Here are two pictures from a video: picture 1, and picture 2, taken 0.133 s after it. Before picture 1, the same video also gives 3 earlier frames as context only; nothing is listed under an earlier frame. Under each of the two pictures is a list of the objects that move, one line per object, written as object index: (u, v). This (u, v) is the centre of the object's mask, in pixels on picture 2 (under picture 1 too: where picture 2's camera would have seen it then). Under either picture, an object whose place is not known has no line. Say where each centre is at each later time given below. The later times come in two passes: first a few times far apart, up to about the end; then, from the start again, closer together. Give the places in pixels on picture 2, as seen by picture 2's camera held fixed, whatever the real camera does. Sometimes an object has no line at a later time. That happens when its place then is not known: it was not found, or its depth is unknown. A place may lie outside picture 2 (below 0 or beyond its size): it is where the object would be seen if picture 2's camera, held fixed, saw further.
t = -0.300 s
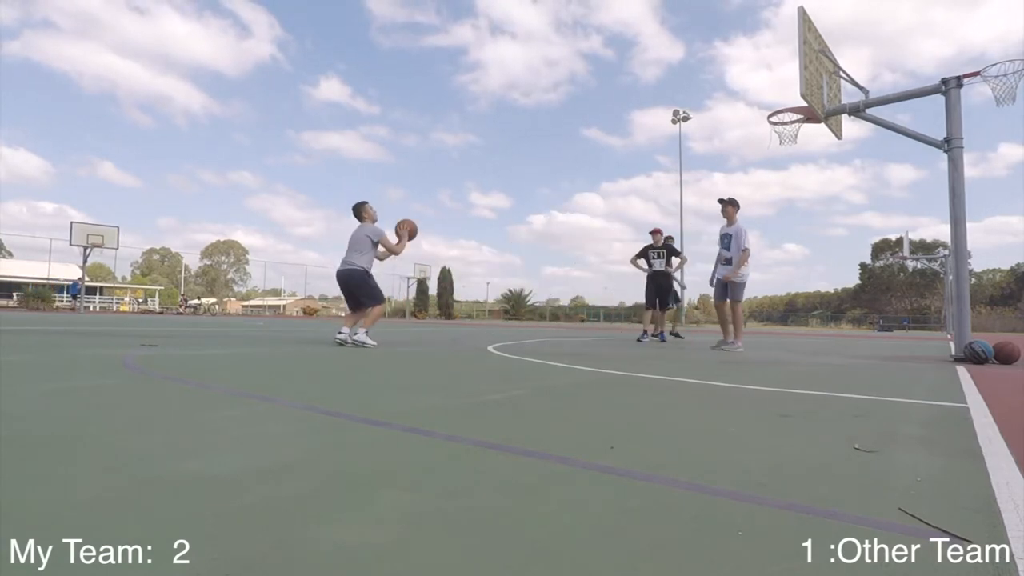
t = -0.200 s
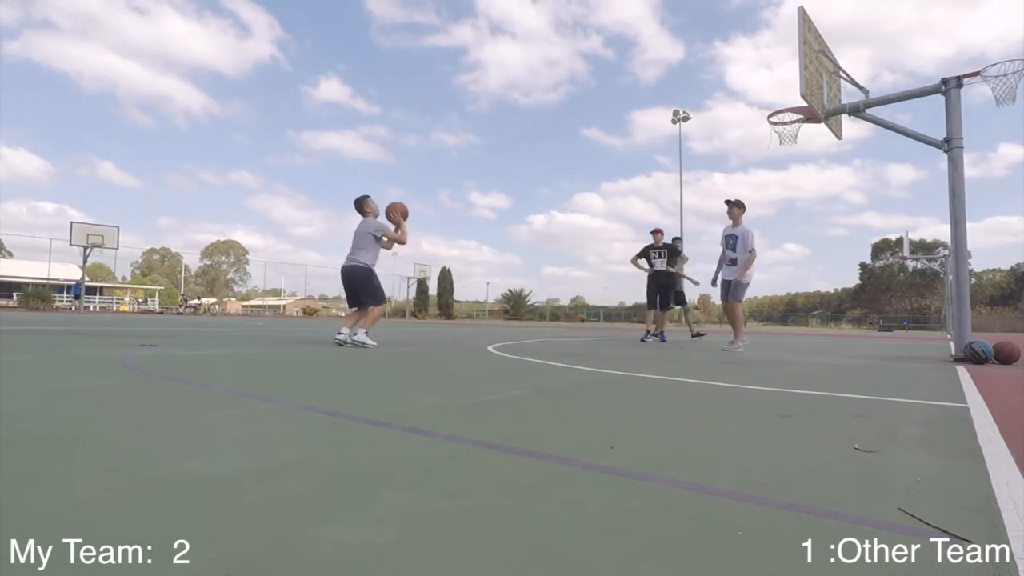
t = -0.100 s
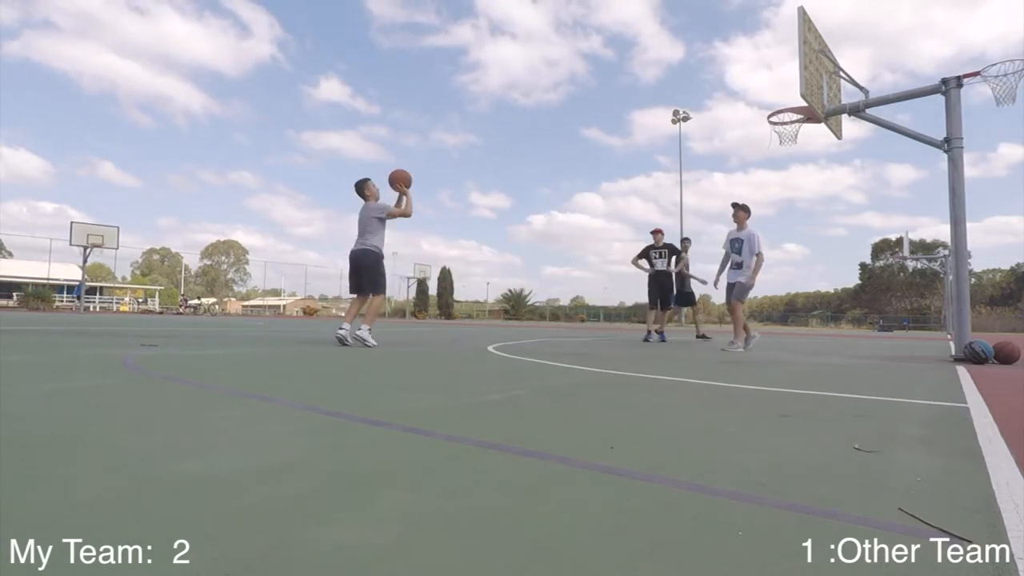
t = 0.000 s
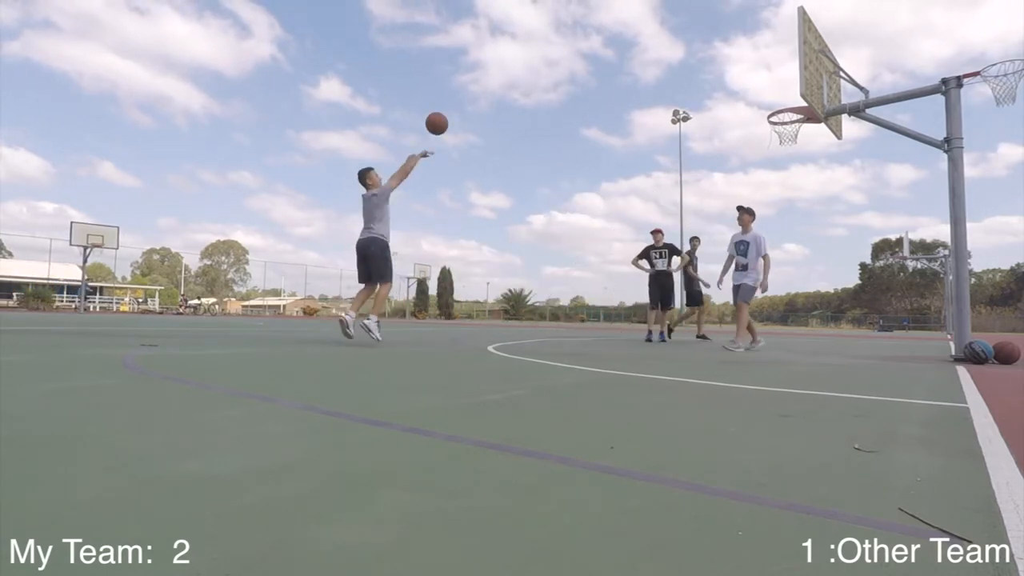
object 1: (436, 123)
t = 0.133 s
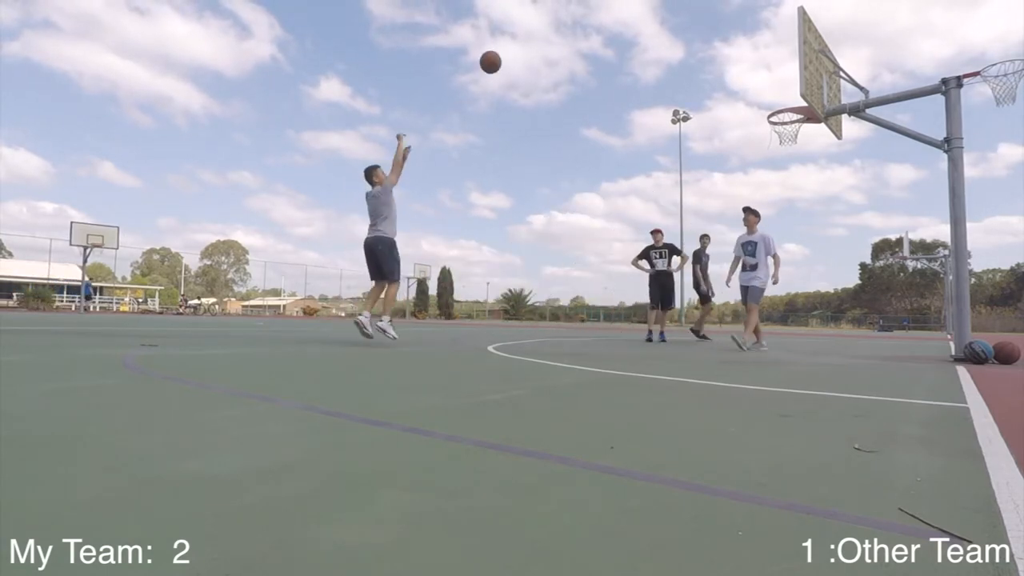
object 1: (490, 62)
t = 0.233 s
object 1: (528, 29)
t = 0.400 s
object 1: (586, 3)
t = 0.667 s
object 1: (671, 1)
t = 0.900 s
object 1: (738, 33)
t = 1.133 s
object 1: (798, 104)
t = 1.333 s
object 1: (724, 92)
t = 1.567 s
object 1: (637, 106)
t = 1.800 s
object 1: (548, 162)
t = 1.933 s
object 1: (496, 213)
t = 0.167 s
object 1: (503, 50)
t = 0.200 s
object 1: (516, 39)
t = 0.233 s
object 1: (528, 29)
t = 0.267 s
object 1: (540, 20)
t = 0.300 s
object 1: (552, 12)
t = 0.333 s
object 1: (563, 7)
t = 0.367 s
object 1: (575, 5)
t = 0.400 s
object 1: (586, 3)
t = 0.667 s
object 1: (671, 1)
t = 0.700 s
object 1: (681, 2)
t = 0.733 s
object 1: (691, 4)
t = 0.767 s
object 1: (700, 7)
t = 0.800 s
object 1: (710, 10)
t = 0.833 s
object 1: (720, 17)
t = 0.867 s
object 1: (729, 25)
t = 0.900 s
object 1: (738, 33)
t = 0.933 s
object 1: (747, 42)
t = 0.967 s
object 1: (756, 52)
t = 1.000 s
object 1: (764, 63)
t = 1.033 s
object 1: (773, 74)
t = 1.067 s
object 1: (782, 86)
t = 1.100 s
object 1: (790, 98)
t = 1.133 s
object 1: (798, 104)
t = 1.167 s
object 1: (786, 103)
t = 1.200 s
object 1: (774, 102)
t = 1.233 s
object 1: (762, 98)
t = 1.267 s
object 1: (749, 95)
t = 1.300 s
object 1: (737, 93)
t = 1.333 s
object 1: (724, 92)
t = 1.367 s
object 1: (712, 91)
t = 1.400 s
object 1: (700, 92)
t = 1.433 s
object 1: (687, 93)
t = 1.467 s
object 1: (675, 95)
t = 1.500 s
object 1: (662, 98)
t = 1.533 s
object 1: (649, 101)
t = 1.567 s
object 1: (637, 106)
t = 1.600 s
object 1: (624, 111)
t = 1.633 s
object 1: (611, 118)
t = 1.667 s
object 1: (599, 125)
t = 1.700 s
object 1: (586, 133)
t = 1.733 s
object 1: (573, 142)
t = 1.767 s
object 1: (560, 151)
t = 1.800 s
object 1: (548, 162)
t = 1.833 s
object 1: (535, 173)
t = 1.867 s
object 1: (522, 186)
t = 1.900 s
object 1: (509, 199)
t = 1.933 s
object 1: (496, 213)
